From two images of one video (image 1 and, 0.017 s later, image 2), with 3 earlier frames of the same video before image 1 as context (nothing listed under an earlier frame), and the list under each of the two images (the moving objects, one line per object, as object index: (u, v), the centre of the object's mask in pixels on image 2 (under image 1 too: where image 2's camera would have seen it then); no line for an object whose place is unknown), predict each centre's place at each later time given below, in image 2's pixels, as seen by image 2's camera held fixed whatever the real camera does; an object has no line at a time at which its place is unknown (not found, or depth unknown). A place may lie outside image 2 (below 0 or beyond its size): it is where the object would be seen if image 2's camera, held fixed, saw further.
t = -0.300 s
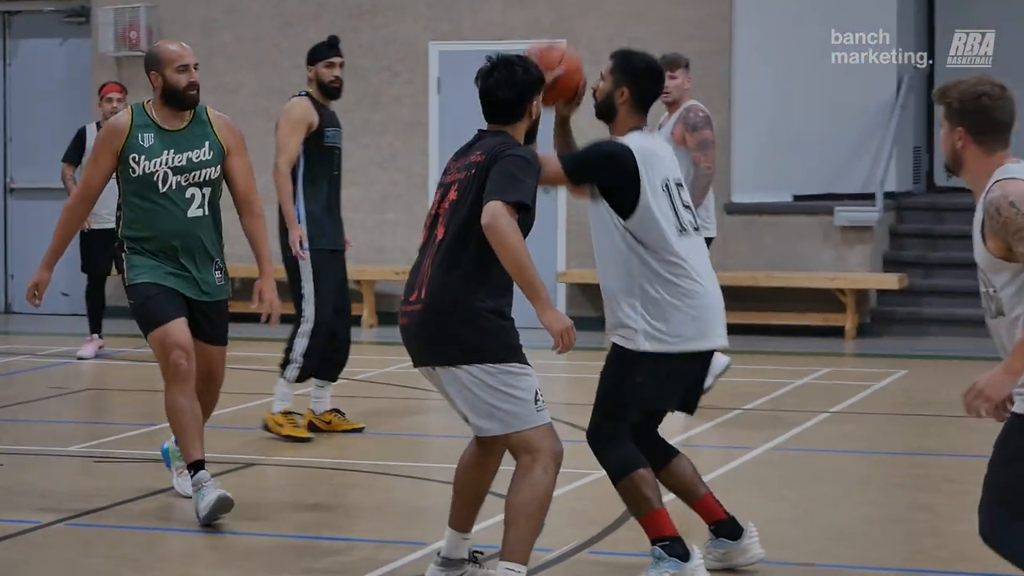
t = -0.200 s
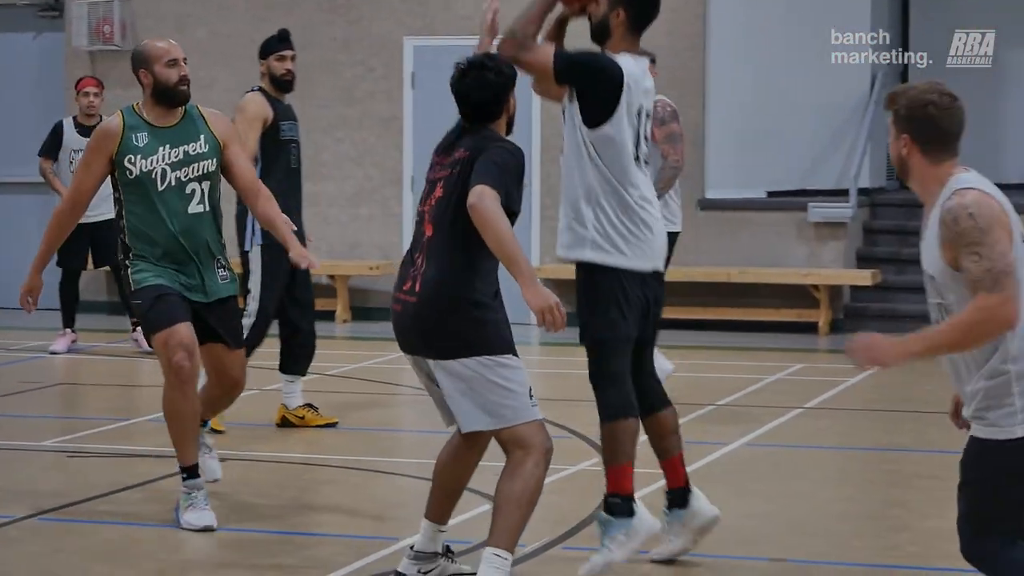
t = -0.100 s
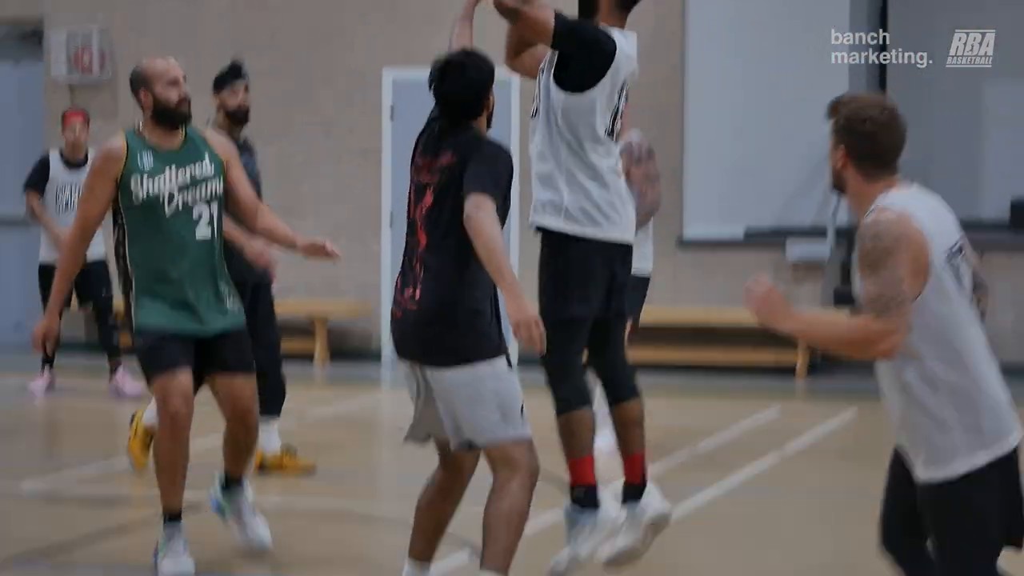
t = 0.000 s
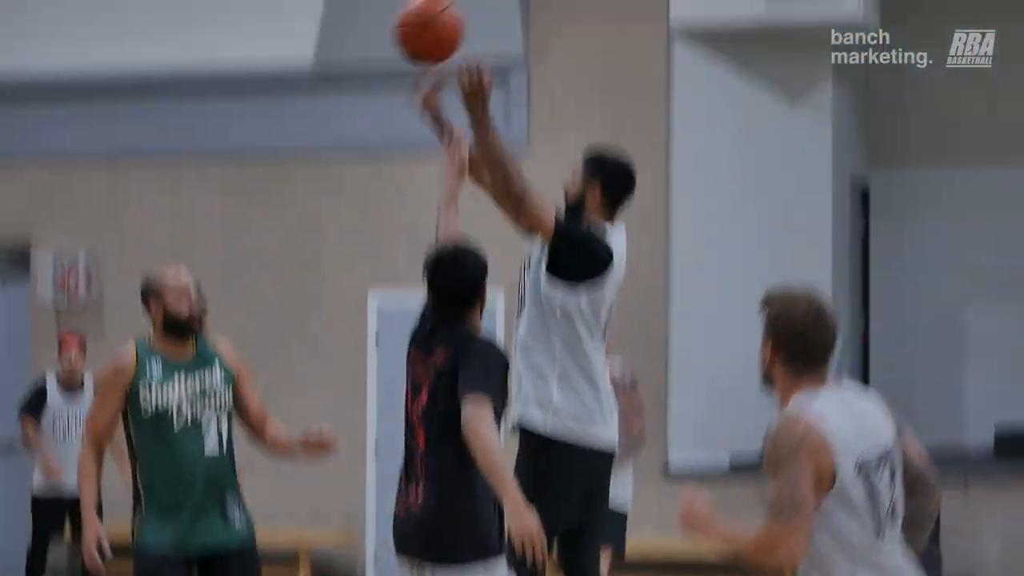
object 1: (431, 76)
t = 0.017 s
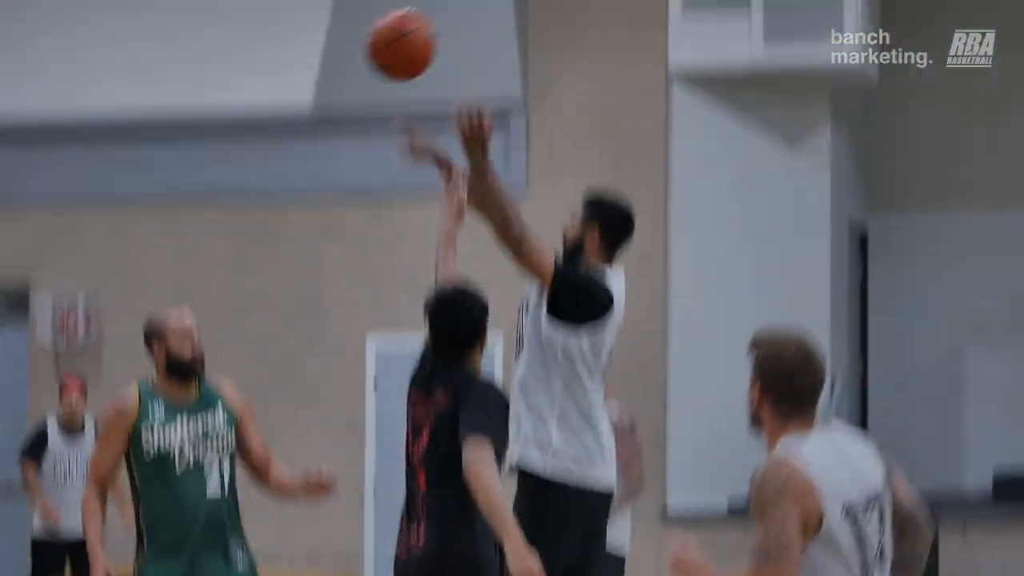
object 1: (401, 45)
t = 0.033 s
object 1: (371, 18)
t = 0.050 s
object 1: (342, -7)
